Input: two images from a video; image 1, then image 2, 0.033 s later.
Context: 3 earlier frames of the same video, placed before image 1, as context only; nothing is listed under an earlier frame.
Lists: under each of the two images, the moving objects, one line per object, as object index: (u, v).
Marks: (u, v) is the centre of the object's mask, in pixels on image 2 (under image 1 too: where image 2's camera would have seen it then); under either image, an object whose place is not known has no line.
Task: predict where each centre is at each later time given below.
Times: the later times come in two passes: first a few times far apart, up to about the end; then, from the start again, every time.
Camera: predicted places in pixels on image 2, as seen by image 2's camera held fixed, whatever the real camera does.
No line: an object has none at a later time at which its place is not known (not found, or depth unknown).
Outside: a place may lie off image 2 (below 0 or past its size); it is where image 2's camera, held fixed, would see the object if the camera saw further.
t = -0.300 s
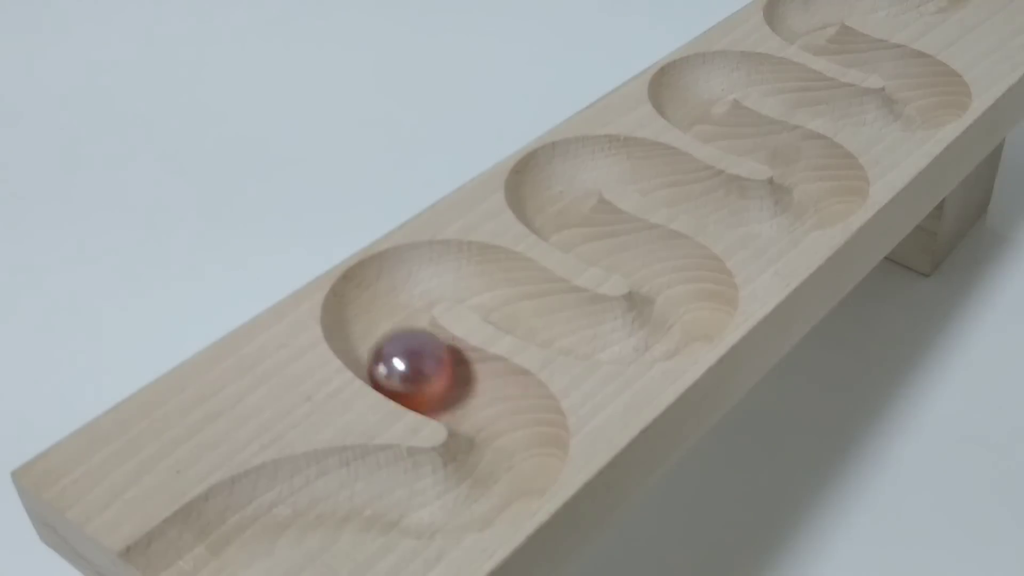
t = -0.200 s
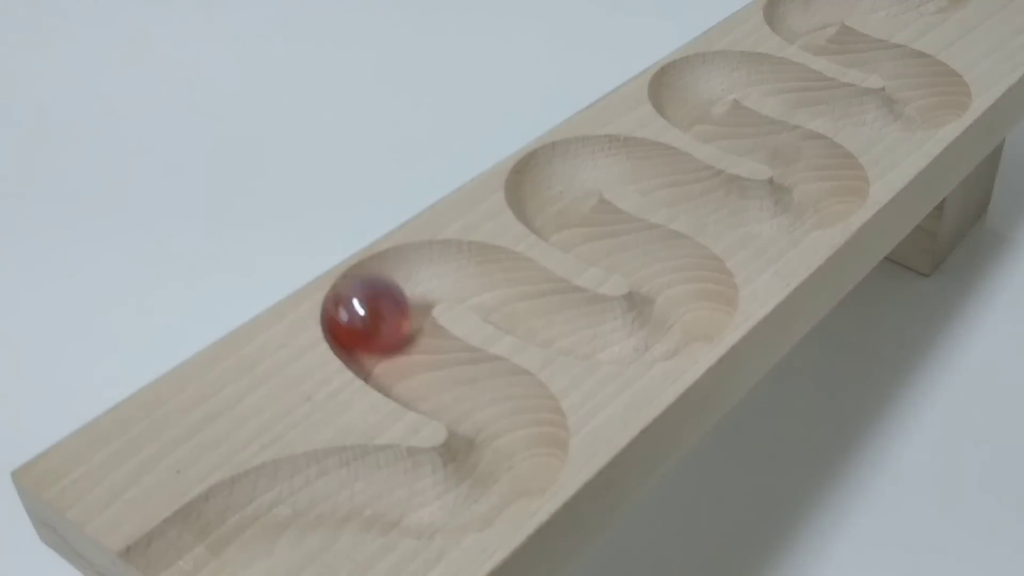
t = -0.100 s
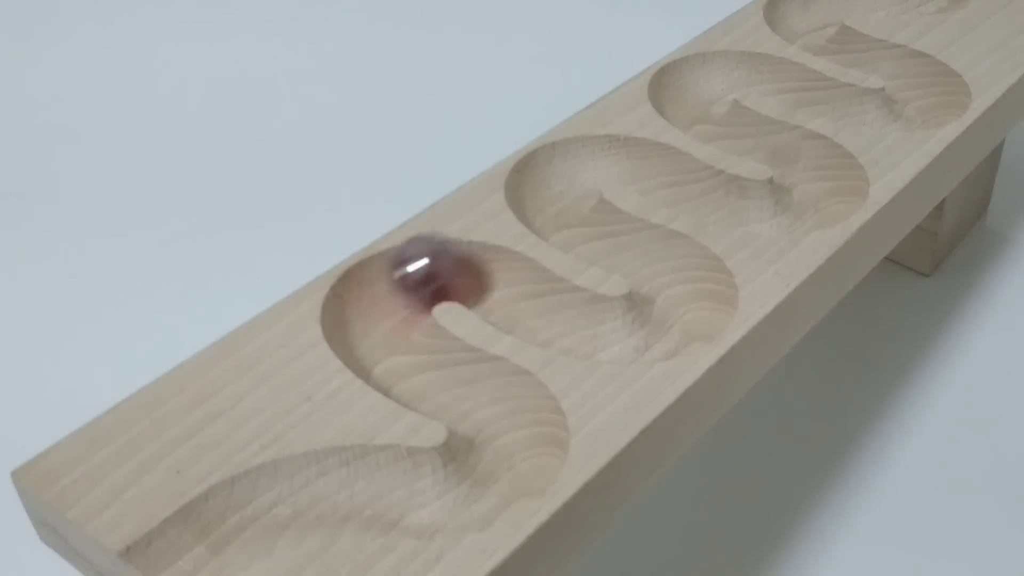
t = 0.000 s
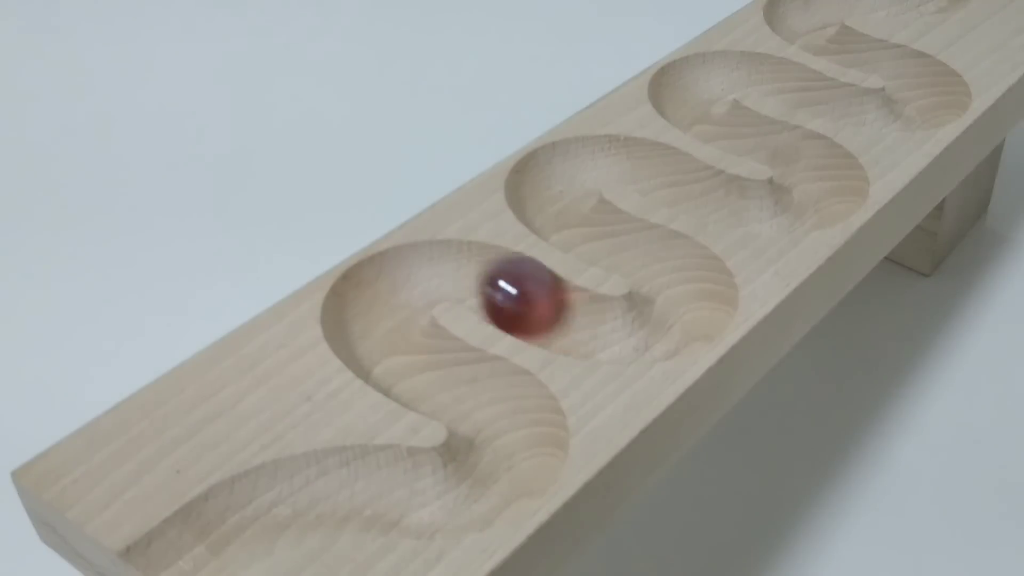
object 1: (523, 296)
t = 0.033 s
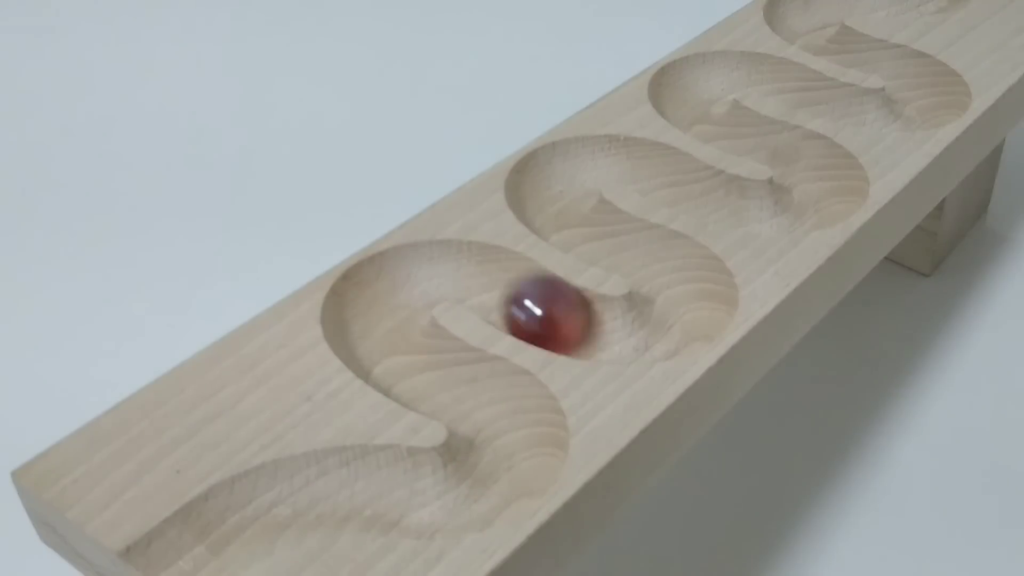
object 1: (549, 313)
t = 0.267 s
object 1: (667, 252)
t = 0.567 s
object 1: (661, 165)
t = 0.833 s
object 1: (813, 155)
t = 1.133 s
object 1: (771, 71)
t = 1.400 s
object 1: (922, 76)
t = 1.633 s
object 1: (798, 17)
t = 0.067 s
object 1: (575, 325)
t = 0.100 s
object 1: (605, 331)
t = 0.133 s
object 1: (644, 330)
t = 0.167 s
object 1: (680, 321)
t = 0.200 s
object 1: (696, 302)
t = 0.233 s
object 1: (689, 277)
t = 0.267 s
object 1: (667, 252)
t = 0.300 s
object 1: (633, 245)
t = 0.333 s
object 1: (596, 235)
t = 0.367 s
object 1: (577, 224)
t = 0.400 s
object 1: (562, 207)
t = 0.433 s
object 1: (545, 186)
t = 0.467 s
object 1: (555, 165)
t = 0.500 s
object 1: (588, 162)
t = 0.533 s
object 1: (629, 158)
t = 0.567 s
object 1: (661, 165)
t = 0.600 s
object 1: (686, 184)
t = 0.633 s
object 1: (710, 197)
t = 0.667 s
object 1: (736, 203)
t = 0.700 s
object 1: (770, 206)
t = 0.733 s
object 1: (808, 203)
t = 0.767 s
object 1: (828, 194)
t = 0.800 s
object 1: (827, 178)
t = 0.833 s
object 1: (813, 155)
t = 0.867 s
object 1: (784, 143)
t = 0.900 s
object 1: (750, 137)
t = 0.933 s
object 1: (726, 127)
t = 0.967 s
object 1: (709, 117)
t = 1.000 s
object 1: (694, 104)
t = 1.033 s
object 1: (683, 86)
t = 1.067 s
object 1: (704, 79)
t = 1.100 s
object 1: (736, 72)
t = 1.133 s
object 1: (771, 71)
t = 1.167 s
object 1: (799, 84)
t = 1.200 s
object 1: (820, 97)
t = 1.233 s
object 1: (844, 104)
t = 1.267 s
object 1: (873, 109)
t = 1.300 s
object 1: (906, 109)
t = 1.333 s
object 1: (932, 103)
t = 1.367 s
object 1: (935, 95)
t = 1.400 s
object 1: (922, 76)
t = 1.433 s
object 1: (900, 61)
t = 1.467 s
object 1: (868, 55)
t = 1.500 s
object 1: (842, 46)
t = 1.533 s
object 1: (825, 39)
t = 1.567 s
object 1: (809, 28)
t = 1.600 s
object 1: (795, 19)
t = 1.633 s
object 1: (798, 17)
